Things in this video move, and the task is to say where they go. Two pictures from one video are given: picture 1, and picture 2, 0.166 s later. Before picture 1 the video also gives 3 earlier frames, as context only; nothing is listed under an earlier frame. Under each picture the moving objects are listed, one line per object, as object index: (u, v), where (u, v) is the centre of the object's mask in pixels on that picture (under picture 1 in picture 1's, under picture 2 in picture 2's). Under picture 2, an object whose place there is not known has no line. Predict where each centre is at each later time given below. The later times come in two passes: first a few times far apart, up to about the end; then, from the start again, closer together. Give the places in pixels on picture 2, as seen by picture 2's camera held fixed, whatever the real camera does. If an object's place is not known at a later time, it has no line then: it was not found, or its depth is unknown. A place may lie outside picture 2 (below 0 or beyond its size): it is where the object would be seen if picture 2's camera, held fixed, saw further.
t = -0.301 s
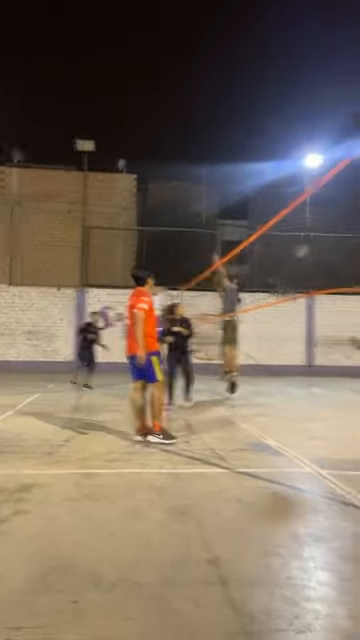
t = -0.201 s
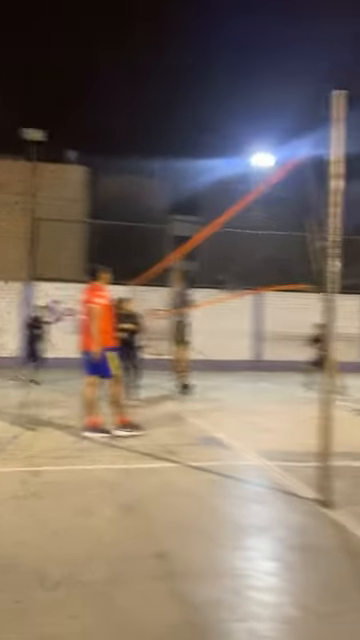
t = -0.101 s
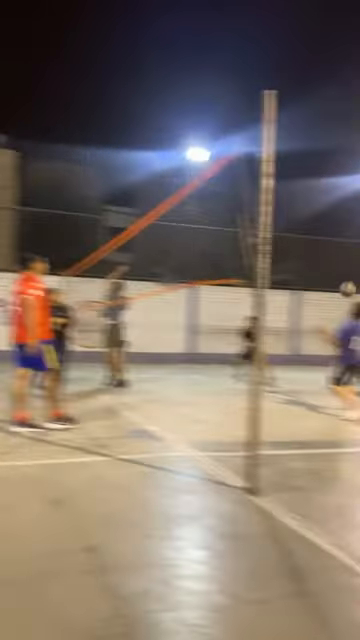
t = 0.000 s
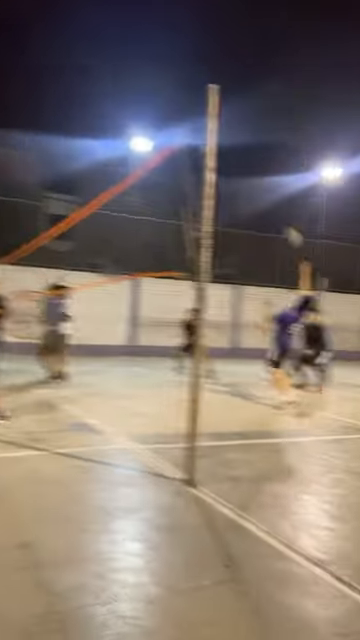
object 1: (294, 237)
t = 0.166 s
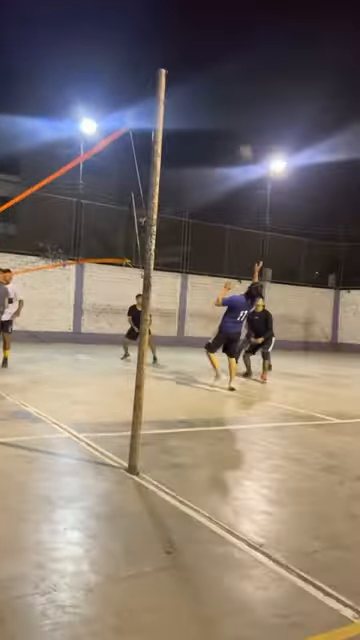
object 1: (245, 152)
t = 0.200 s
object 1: (246, 139)
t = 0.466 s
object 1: (250, 62)
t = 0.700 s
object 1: (250, 33)
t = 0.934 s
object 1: (247, 45)
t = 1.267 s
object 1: (238, 141)
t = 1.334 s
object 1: (235, 169)
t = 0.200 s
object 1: (246, 139)
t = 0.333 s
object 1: (249, 95)
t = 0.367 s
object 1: (249, 86)
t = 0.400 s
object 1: (249, 77)
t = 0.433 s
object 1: (249, 69)
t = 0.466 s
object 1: (250, 62)
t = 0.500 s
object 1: (250, 55)
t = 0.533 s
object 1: (250, 50)
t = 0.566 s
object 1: (250, 45)
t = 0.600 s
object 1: (250, 41)
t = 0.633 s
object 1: (250, 37)
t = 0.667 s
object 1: (250, 34)
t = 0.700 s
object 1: (250, 33)
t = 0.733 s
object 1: (250, 32)
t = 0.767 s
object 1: (249, 32)
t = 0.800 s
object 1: (249, 33)
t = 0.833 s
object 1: (248, 35)
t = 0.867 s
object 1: (248, 37)
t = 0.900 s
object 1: (247, 41)
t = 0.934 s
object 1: (247, 45)
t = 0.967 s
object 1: (246, 50)
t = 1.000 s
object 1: (245, 56)
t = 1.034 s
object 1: (244, 64)
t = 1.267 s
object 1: (238, 141)
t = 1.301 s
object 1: (236, 156)
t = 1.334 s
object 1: (235, 169)
